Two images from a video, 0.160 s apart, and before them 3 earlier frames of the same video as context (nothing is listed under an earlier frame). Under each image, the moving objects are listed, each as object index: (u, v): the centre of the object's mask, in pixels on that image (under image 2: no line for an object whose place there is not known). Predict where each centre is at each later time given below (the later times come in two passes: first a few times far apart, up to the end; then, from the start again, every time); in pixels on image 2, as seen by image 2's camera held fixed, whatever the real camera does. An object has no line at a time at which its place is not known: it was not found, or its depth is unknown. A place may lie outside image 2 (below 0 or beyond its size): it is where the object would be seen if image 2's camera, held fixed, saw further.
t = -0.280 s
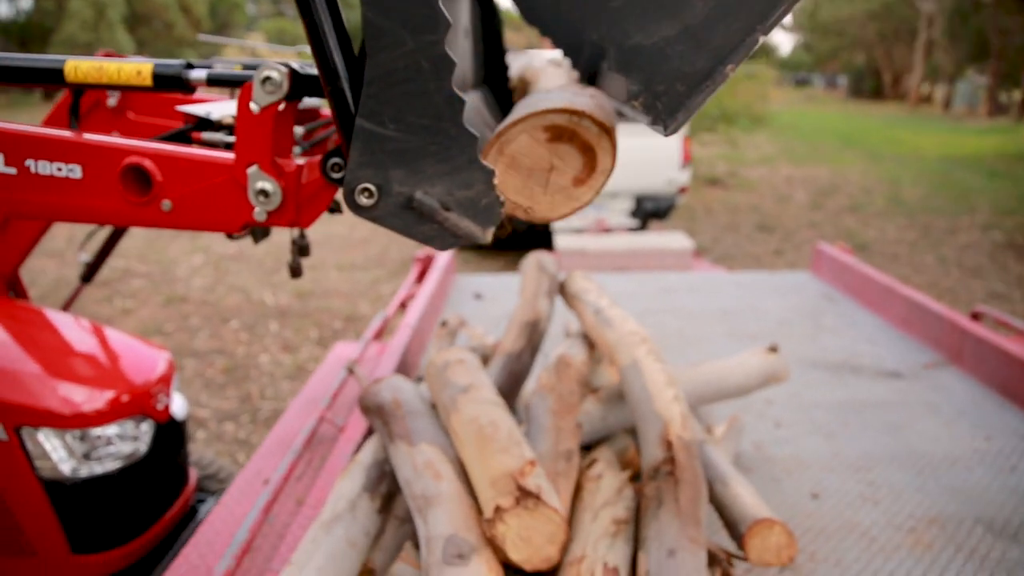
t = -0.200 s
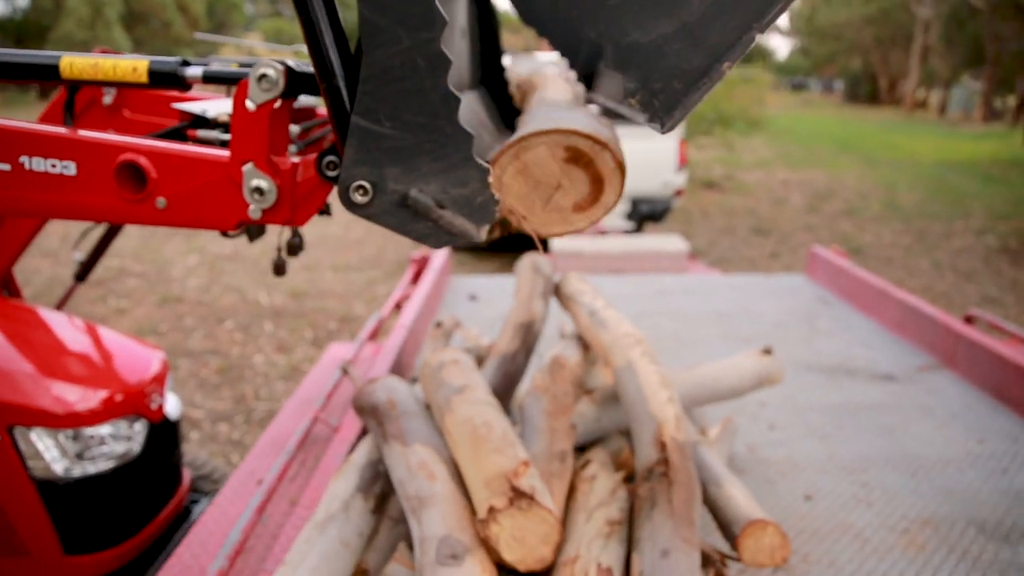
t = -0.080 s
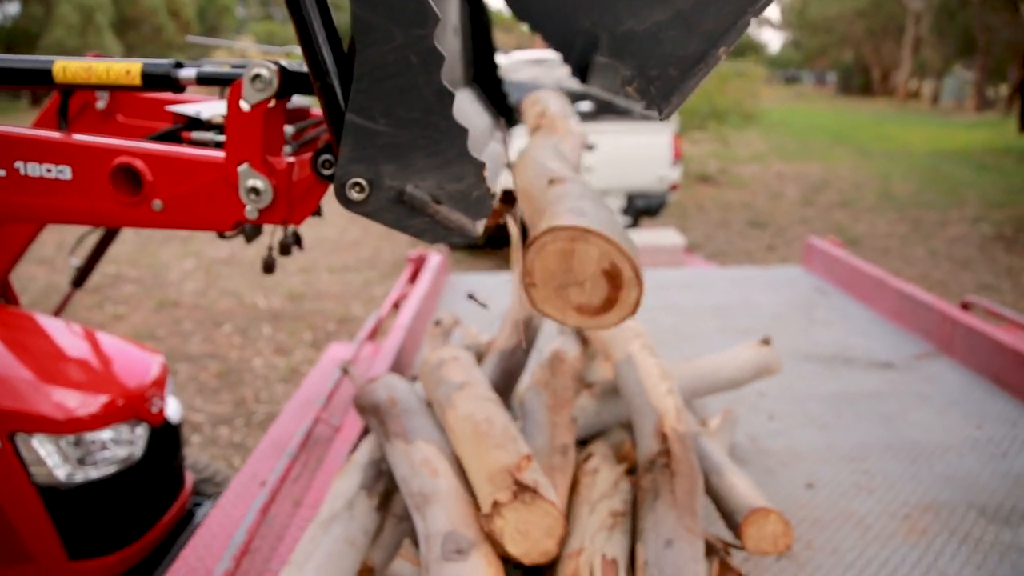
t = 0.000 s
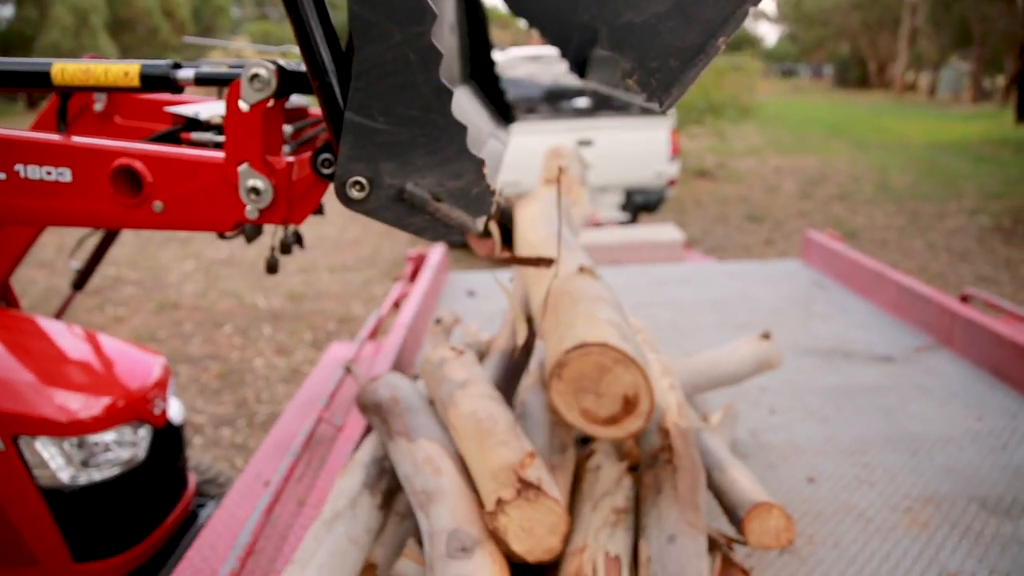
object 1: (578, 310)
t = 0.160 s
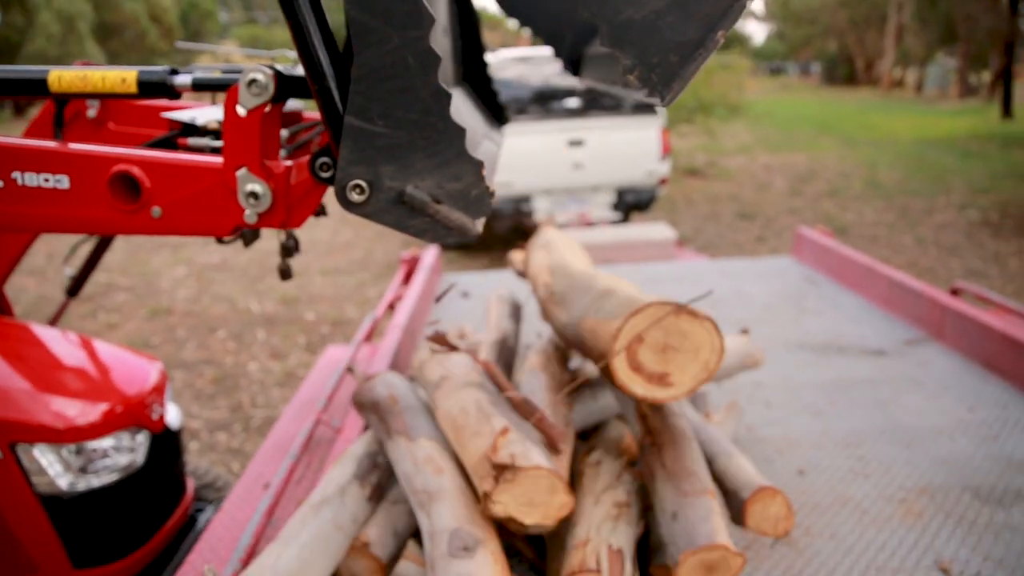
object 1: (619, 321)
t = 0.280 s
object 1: (618, 302)
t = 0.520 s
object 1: (642, 297)
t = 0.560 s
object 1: (646, 296)
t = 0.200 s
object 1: (620, 316)
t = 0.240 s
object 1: (618, 308)
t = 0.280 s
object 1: (618, 302)
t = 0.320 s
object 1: (620, 299)
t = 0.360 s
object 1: (623, 299)
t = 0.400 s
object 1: (627, 298)
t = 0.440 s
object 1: (632, 297)
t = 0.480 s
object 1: (637, 297)
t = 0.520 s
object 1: (642, 297)
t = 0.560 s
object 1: (646, 296)
